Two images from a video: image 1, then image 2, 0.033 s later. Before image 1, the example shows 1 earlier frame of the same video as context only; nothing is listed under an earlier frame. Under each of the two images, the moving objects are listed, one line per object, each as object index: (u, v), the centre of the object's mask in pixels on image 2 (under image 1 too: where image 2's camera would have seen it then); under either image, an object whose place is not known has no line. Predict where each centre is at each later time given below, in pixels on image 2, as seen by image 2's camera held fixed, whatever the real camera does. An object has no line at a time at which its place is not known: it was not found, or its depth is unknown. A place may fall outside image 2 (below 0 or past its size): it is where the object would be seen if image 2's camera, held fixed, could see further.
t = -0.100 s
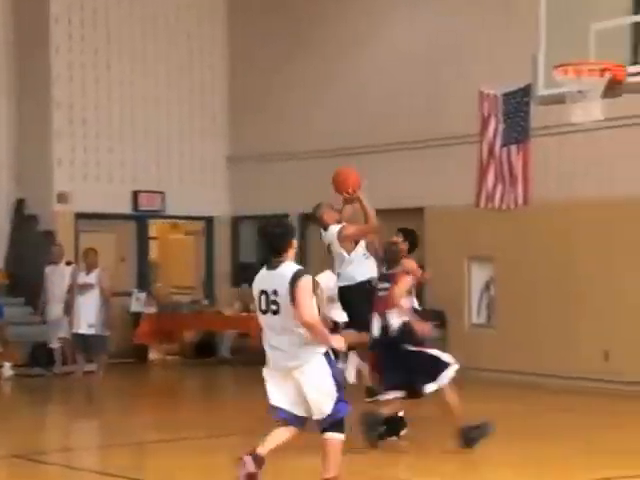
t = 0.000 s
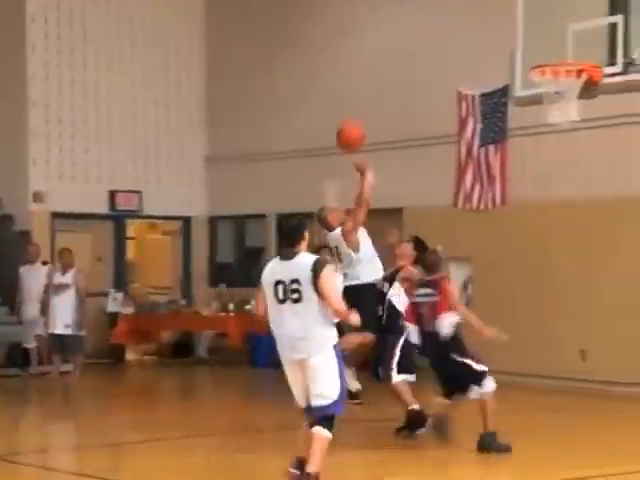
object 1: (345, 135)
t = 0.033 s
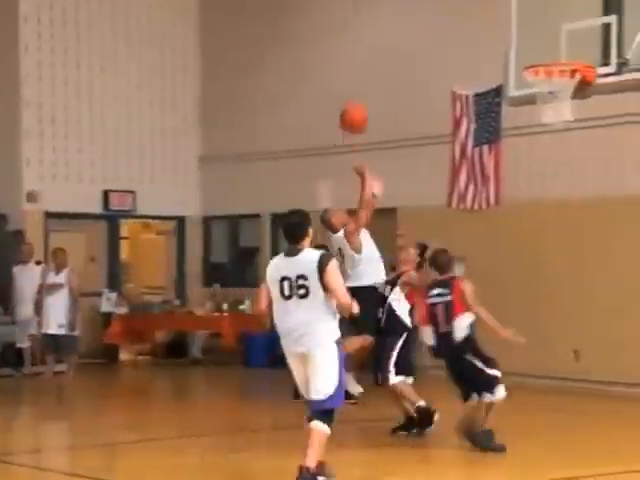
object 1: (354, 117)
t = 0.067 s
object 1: (362, 103)
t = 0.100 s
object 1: (369, 89)
